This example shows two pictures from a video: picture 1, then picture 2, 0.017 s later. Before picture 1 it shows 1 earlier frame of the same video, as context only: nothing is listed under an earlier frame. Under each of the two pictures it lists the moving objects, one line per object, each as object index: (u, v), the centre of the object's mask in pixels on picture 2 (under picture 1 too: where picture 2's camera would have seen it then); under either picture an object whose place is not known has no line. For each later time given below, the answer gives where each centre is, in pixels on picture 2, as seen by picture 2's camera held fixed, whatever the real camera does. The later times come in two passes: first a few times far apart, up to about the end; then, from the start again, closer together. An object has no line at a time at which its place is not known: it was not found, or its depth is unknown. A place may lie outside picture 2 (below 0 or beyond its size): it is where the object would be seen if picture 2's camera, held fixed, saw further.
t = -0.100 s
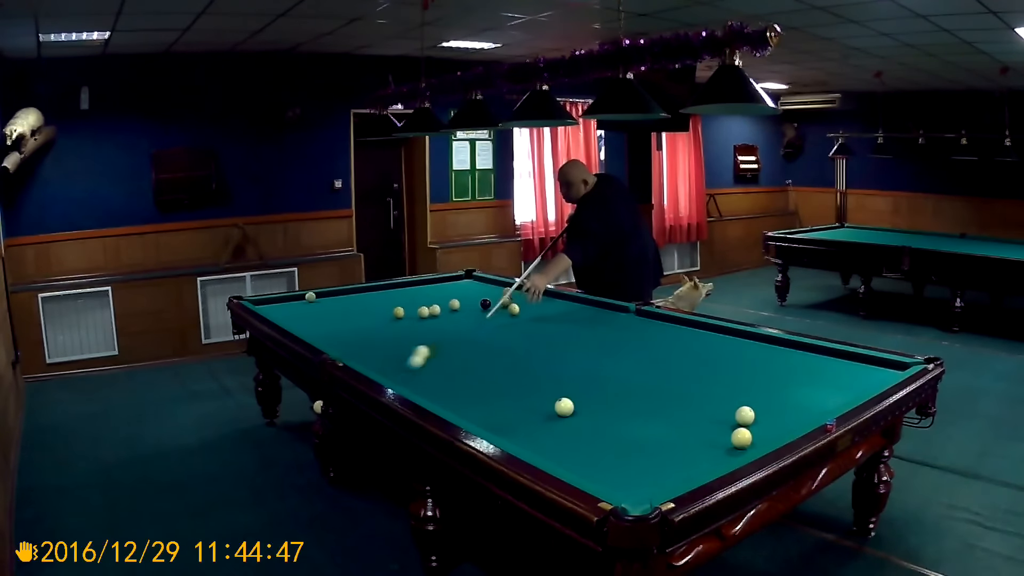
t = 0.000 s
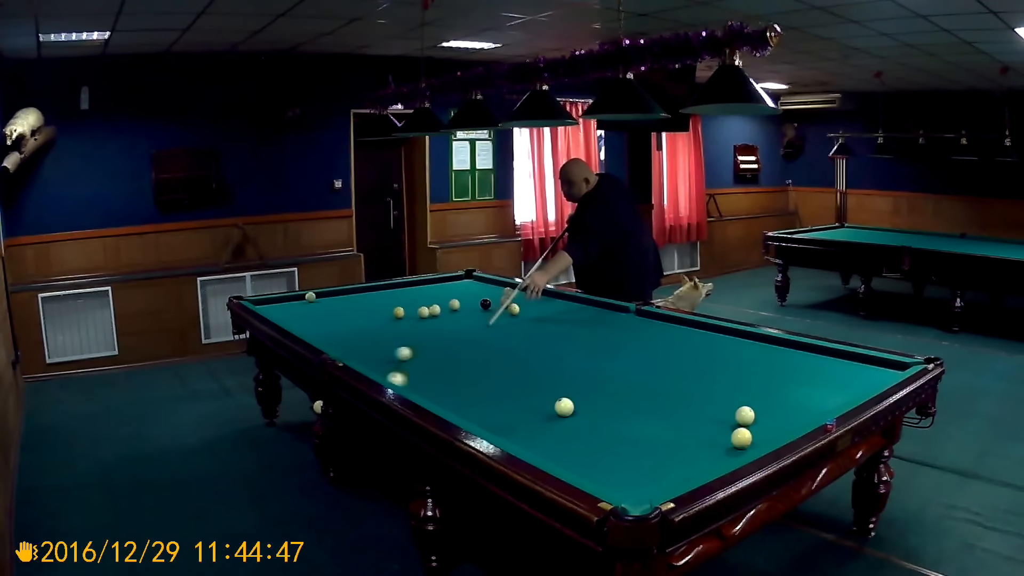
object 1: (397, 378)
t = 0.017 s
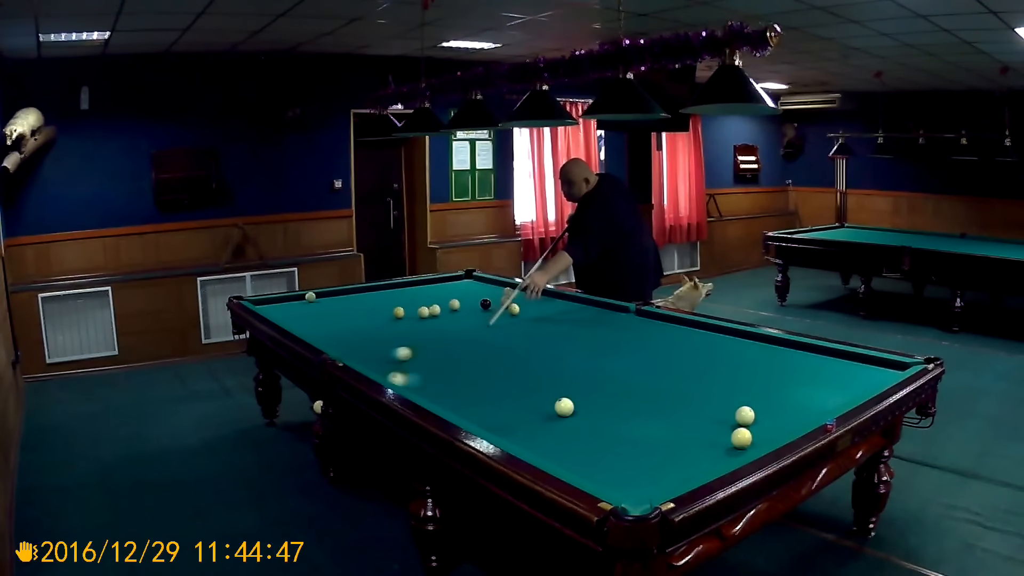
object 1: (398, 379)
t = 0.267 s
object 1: (498, 378)
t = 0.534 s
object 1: (587, 375)
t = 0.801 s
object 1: (673, 371)
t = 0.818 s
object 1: (676, 370)
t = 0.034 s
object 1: (409, 380)
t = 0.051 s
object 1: (411, 380)
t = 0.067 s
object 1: (423, 380)
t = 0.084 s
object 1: (425, 380)
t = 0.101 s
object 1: (437, 380)
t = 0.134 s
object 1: (450, 380)
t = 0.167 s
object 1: (463, 379)
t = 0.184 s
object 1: (465, 379)
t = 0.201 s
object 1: (475, 379)
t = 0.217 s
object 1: (477, 379)
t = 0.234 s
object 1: (486, 379)
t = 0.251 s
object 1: (488, 379)
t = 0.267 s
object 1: (498, 378)
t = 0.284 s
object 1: (500, 378)
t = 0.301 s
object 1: (509, 378)
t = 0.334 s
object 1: (521, 377)
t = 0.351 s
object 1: (523, 377)
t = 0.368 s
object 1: (532, 377)
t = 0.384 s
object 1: (536, 377)
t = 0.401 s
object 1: (543, 377)
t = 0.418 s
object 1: (545, 377)
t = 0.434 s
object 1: (554, 376)
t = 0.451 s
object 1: (556, 376)
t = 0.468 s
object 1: (565, 376)
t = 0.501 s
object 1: (576, 375)
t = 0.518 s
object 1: (579, 375)
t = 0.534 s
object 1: (587, 375)
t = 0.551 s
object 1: (590, 375)
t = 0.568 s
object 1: (599, 375)
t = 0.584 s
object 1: (601, 375)
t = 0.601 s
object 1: (610, 374)
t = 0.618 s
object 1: (613, 374)
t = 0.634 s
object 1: (621, 373)
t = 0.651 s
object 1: (623, 373)
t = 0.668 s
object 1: (631, 373)
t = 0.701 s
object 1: (642, 372)
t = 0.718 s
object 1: (645, 372)
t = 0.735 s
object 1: (653, 372)
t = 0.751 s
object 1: (655, 371)
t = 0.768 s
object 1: (663, 371)
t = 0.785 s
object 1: (666, 371)
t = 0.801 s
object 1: (673, 371)
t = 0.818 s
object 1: (676, 370)
